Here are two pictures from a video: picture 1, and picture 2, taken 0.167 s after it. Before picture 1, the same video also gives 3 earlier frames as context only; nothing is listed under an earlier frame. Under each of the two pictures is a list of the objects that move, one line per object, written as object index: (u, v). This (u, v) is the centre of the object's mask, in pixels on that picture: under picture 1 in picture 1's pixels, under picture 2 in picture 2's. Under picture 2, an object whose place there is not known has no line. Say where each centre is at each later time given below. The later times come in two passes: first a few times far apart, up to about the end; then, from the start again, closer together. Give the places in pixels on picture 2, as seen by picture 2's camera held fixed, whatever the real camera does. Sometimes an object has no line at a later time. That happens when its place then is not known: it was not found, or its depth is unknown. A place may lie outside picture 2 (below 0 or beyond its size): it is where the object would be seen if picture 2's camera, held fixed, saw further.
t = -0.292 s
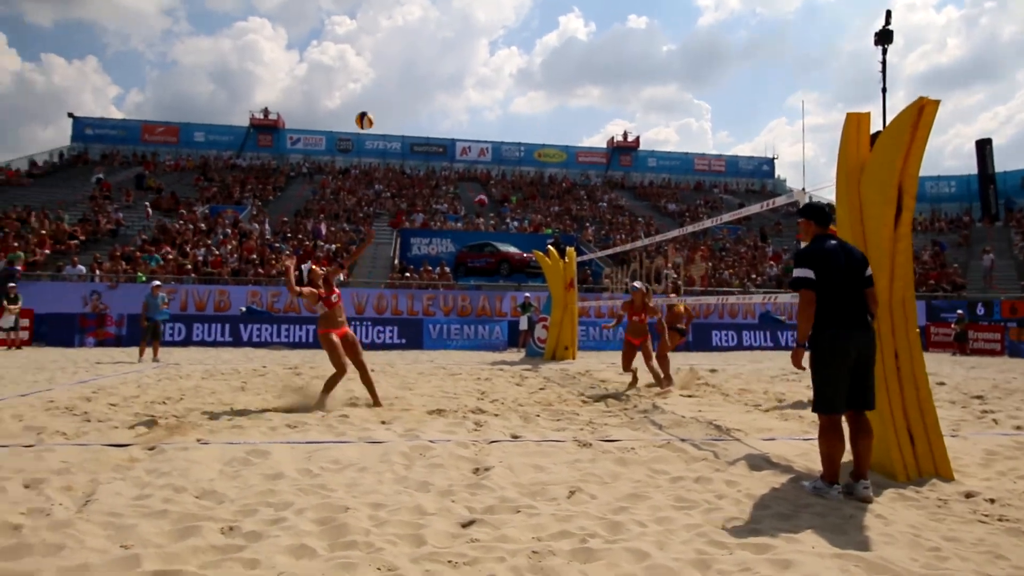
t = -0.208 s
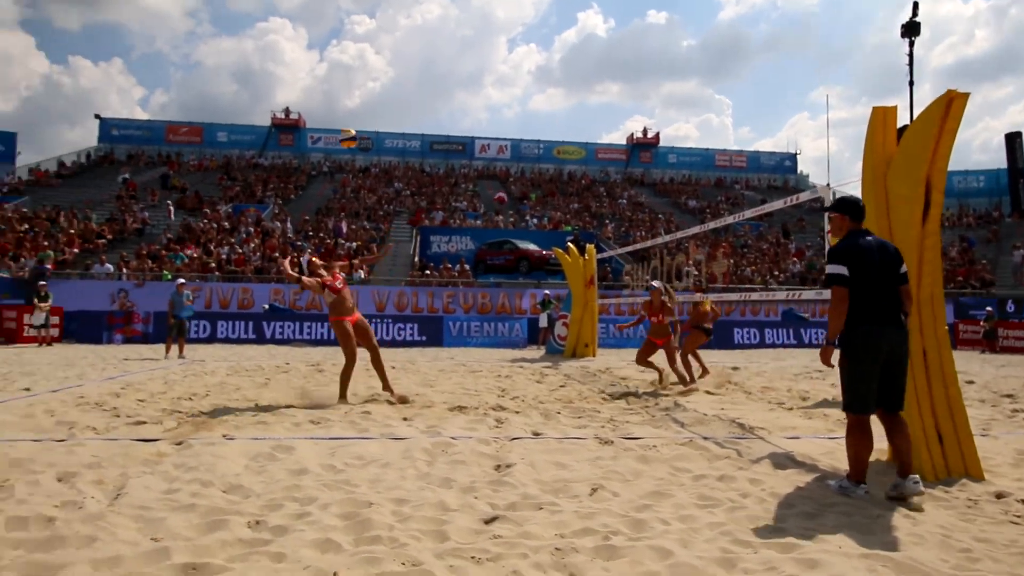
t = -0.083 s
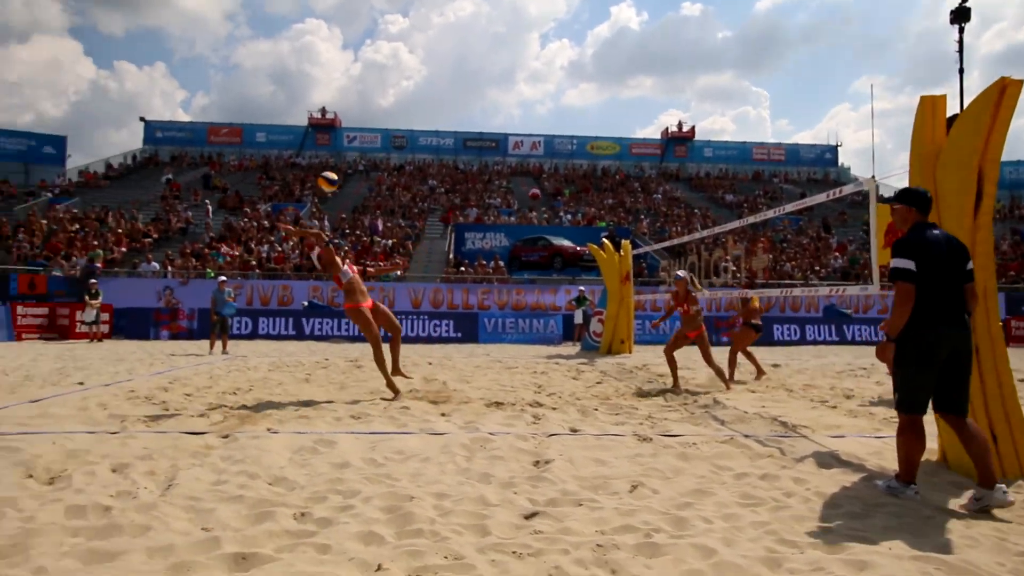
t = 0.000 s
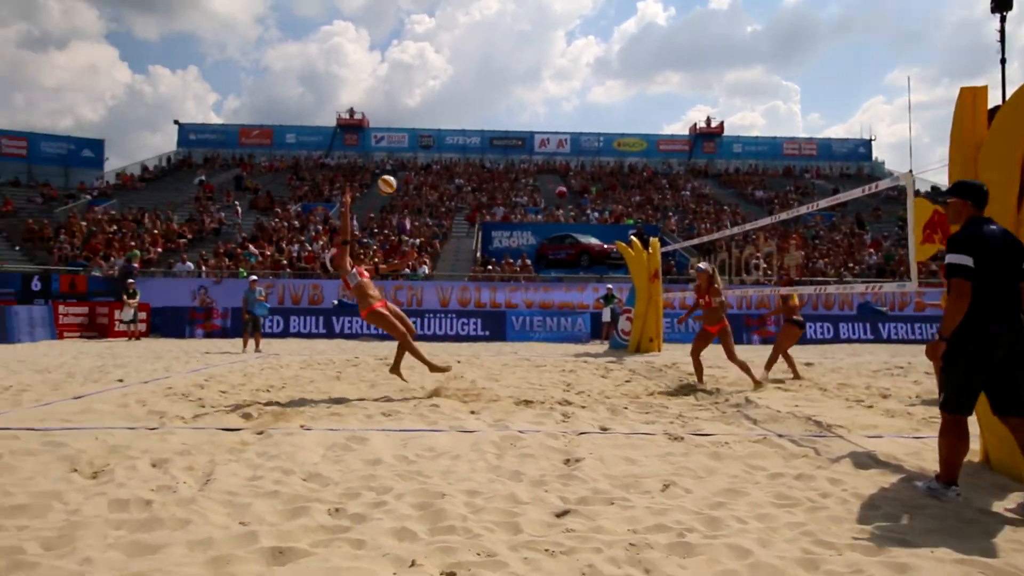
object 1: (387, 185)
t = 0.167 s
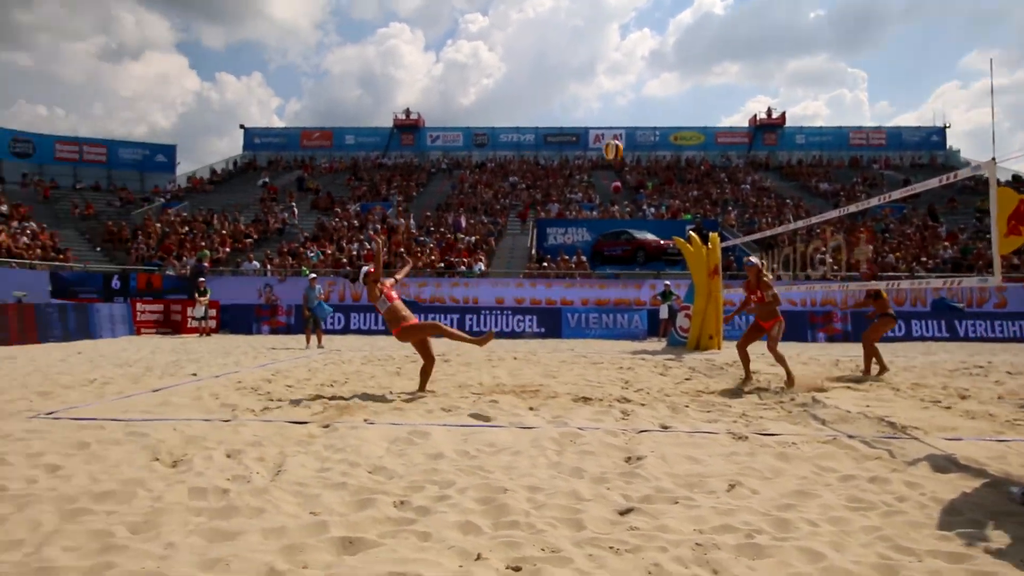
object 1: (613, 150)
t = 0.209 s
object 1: (655, 145)
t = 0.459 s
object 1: (914, 151)
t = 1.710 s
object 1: (1044, 309)
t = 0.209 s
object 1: (655, 145)
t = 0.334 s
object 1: (784, 141)
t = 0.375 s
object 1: (828, 143)
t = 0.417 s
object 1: (871, 146)
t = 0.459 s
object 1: (914, 151)
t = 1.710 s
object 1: (1044, 309)
